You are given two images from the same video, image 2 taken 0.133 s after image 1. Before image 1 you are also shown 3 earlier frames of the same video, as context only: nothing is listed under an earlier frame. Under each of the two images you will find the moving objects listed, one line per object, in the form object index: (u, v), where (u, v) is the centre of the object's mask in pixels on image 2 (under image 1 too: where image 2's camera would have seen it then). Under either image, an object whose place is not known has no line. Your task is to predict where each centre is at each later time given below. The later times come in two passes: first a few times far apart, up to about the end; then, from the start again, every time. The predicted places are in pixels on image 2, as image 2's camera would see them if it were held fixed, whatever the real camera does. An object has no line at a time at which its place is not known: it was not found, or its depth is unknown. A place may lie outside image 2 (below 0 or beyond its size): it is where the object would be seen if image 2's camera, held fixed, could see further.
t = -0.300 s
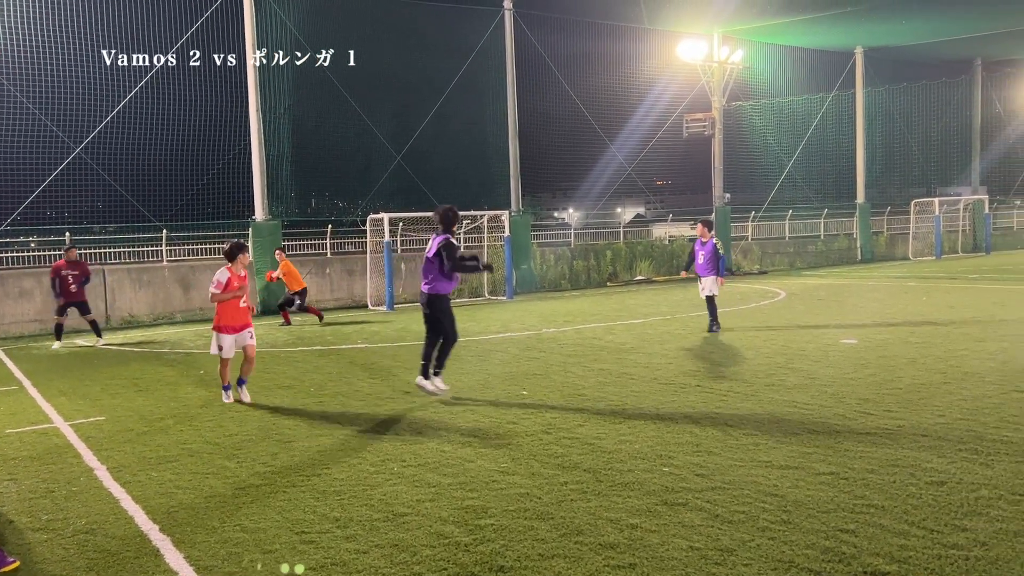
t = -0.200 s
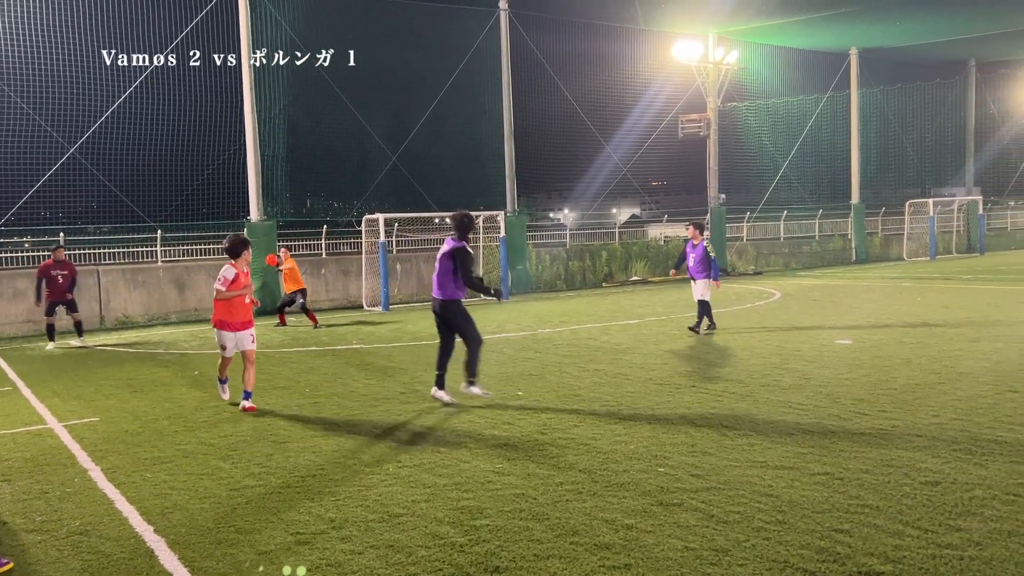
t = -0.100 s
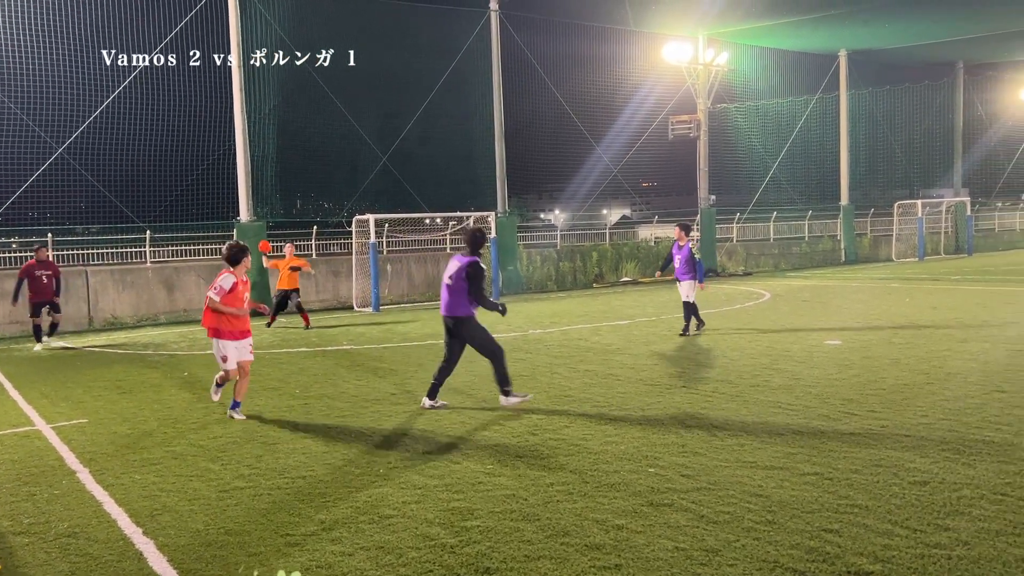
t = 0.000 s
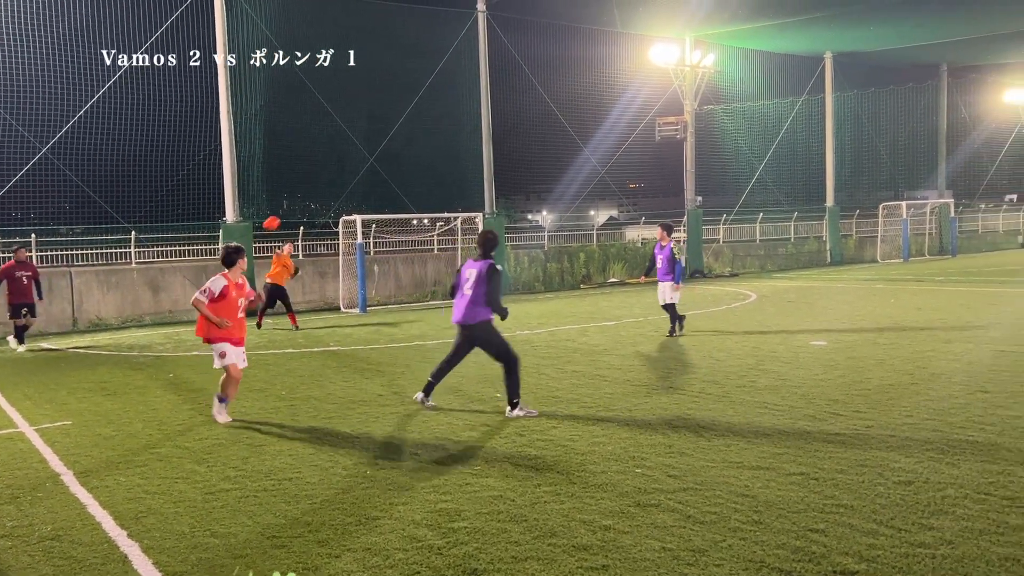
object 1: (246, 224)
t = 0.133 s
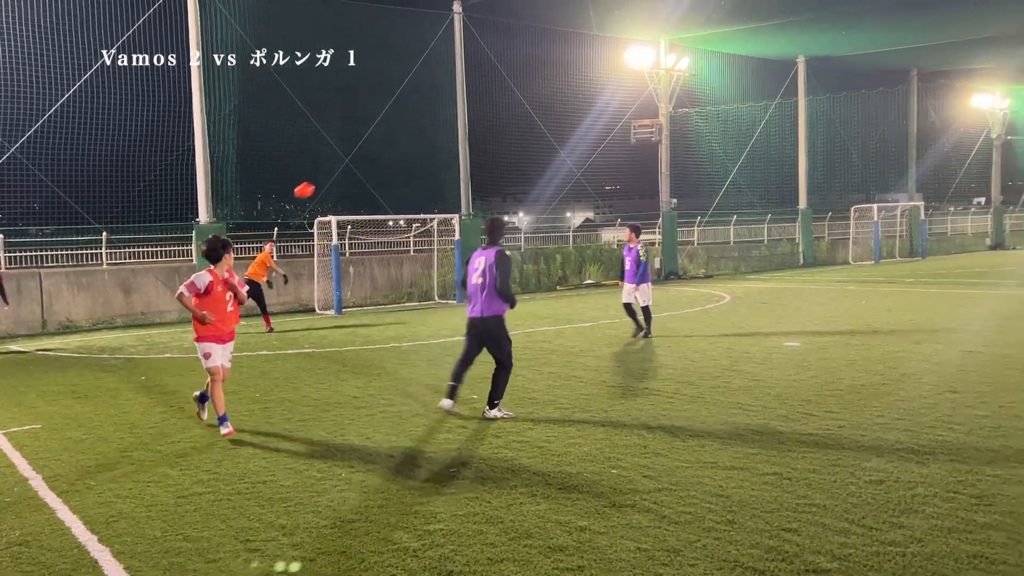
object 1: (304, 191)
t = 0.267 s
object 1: (376, 156)
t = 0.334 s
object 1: (416, 139)
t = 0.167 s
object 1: (321, 182)
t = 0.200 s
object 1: (338, 174)
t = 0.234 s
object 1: (357, 165)
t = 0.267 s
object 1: (376, 156)
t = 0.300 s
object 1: (395, 148)
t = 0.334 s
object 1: (416, 139)
